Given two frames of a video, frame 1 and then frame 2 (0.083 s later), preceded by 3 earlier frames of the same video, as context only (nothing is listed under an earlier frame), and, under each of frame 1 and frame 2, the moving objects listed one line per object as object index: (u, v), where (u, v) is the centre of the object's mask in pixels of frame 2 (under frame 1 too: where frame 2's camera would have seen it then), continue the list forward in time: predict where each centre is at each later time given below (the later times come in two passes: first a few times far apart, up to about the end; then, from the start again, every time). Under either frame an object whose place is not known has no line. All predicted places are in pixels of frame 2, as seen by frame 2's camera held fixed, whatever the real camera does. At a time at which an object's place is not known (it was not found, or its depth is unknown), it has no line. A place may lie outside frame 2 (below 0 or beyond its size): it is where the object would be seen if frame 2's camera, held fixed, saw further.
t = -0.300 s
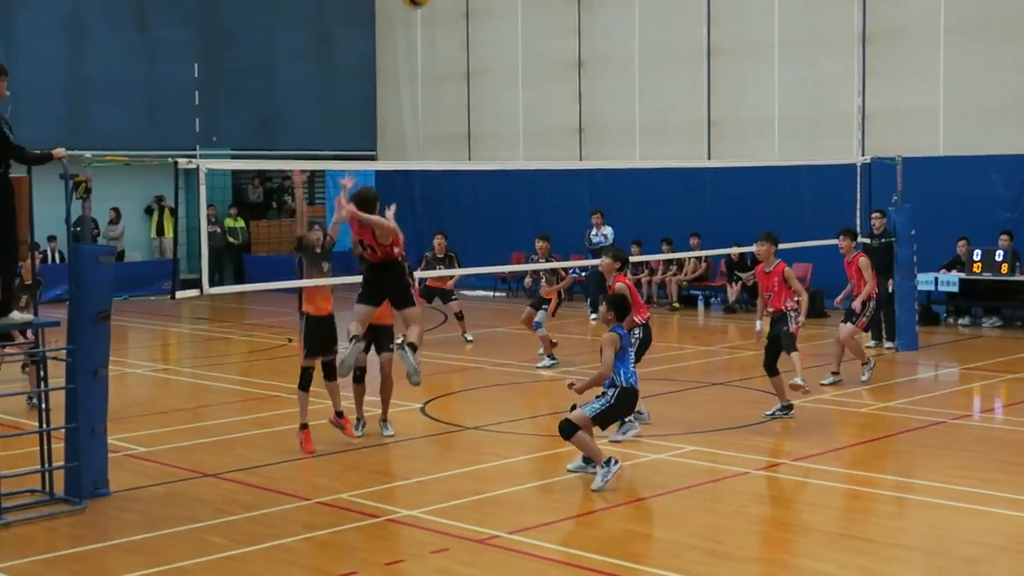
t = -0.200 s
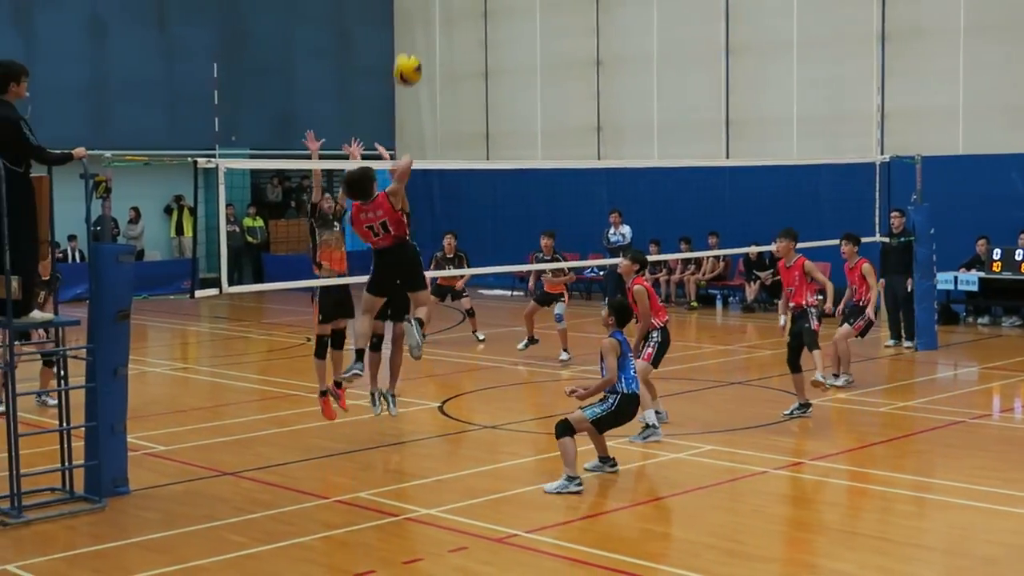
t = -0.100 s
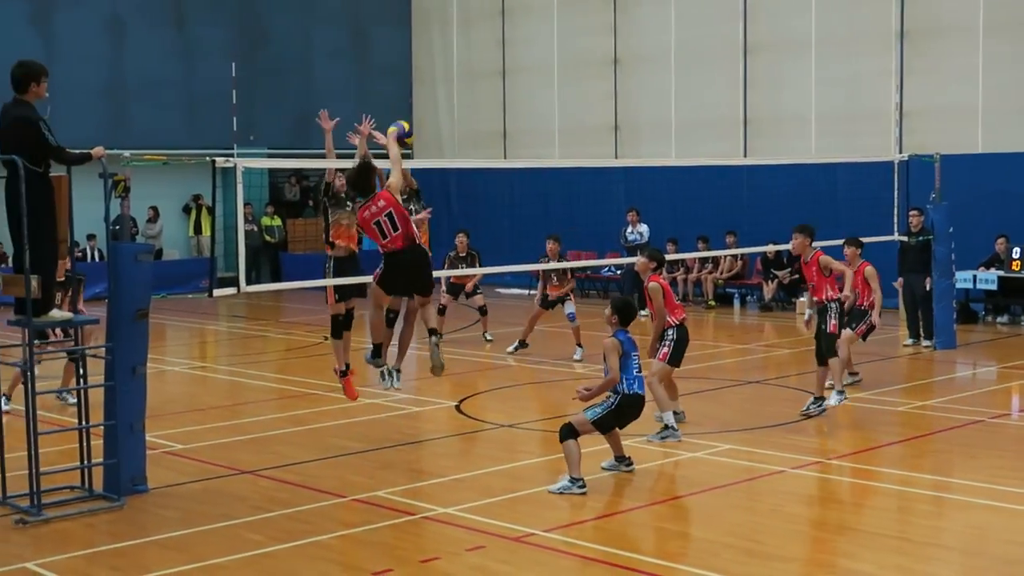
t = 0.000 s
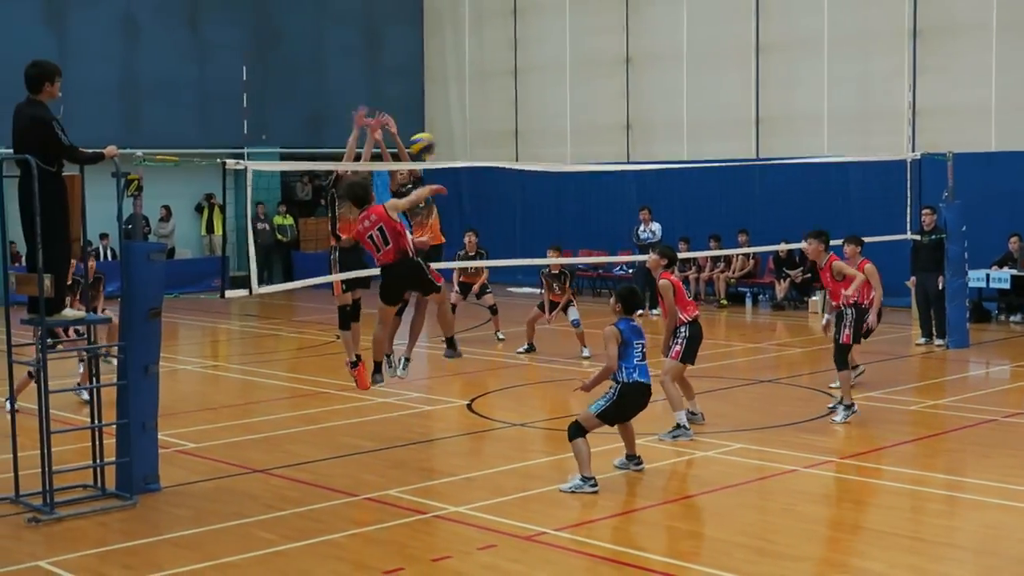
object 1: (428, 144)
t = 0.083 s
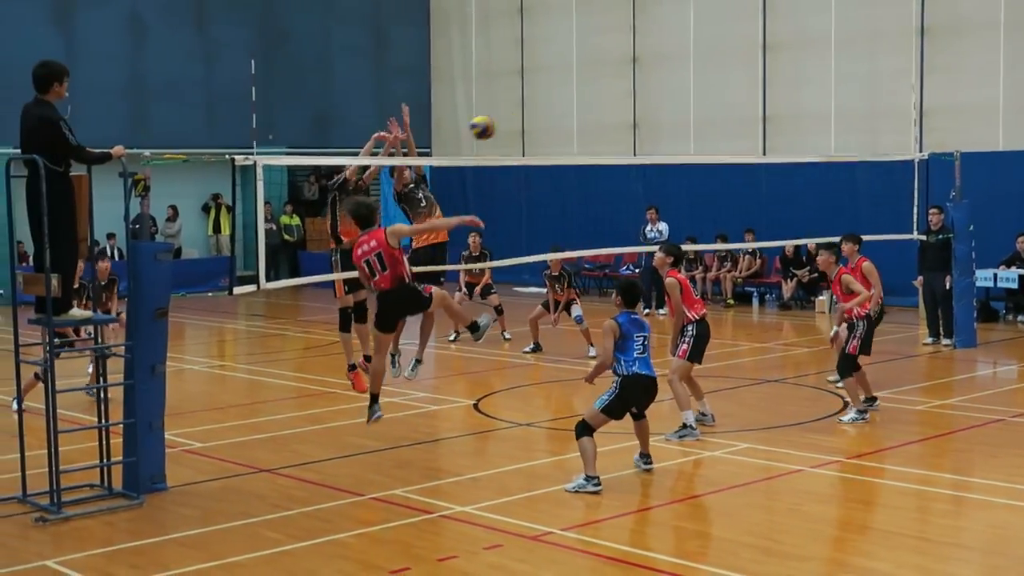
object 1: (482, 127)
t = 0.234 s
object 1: (580, 116)
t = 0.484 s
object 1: (740, 158)
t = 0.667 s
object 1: (852, 235)
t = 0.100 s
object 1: (493, 125)
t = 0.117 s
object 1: (504, 122)
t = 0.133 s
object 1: (515, 121)
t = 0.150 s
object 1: (526, 119)
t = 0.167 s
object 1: (536, 118)
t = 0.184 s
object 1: (547, 117)
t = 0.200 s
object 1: (558, 116)
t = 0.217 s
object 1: (569, 116)
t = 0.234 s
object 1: (580, 116)
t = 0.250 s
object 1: (591, 117)
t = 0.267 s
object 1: (600, 118)
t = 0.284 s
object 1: (611, 118)
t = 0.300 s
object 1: (623, 120)
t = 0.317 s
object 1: (634, 121)
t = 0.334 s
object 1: (644, 123)
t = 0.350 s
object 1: (655, 126)
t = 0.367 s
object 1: (665, 129)
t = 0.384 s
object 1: (676, 132)
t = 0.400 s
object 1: (687, 135)
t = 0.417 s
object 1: (697, 139)
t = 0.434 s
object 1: (708, 144)
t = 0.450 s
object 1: (718, 148)
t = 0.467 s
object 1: (728, 153)
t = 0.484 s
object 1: (740, 158)
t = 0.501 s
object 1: (750, 164)
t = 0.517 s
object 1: (760, 170)
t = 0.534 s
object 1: (770, 175)
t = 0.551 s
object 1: (780, 182)
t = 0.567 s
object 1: (791, 188)
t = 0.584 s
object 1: (801, 196)
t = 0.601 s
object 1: (812, 203)
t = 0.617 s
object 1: (822, 210)
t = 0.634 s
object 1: (832, 218)
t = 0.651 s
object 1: (841, 226)
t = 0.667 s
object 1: (852, 235)
